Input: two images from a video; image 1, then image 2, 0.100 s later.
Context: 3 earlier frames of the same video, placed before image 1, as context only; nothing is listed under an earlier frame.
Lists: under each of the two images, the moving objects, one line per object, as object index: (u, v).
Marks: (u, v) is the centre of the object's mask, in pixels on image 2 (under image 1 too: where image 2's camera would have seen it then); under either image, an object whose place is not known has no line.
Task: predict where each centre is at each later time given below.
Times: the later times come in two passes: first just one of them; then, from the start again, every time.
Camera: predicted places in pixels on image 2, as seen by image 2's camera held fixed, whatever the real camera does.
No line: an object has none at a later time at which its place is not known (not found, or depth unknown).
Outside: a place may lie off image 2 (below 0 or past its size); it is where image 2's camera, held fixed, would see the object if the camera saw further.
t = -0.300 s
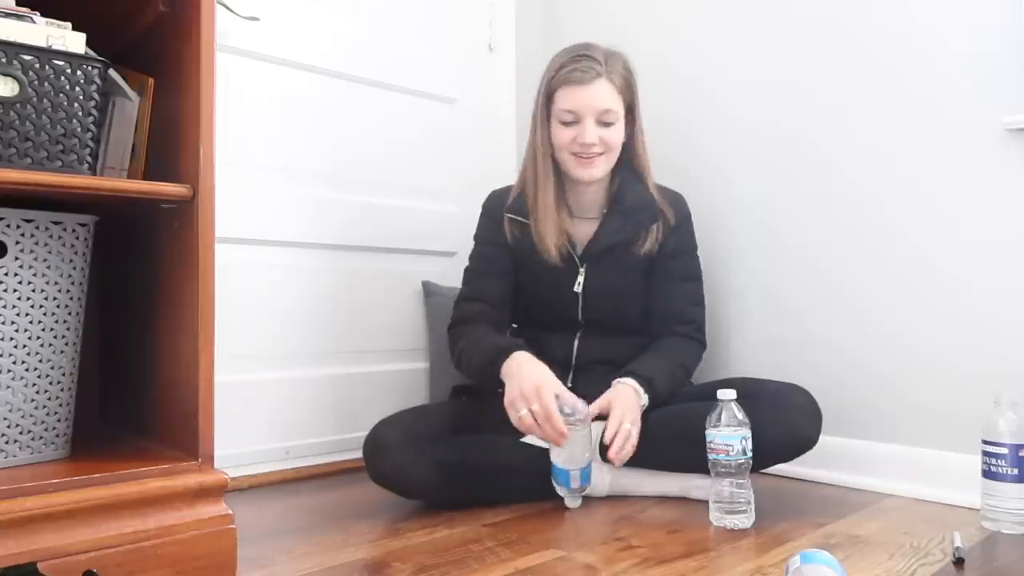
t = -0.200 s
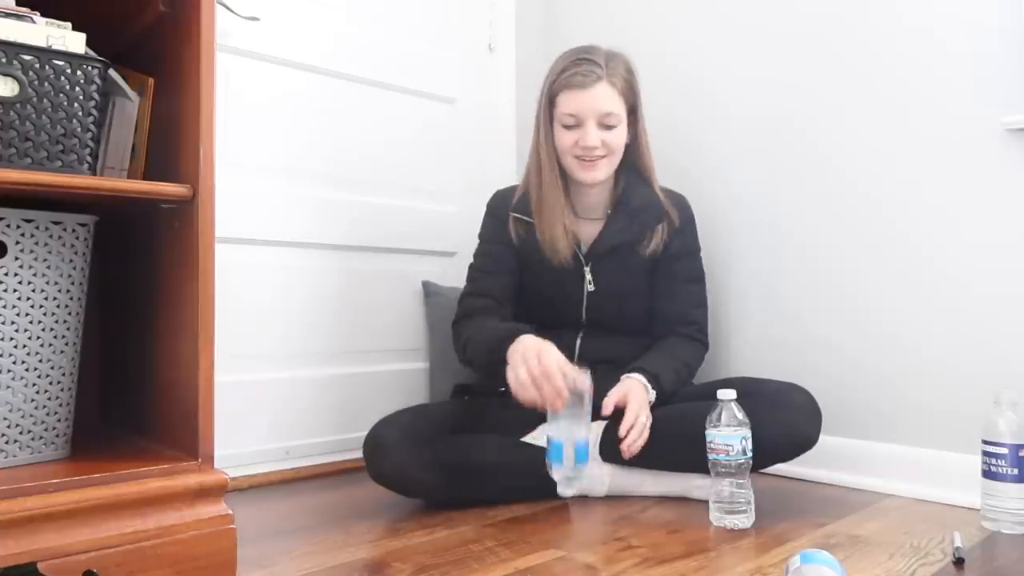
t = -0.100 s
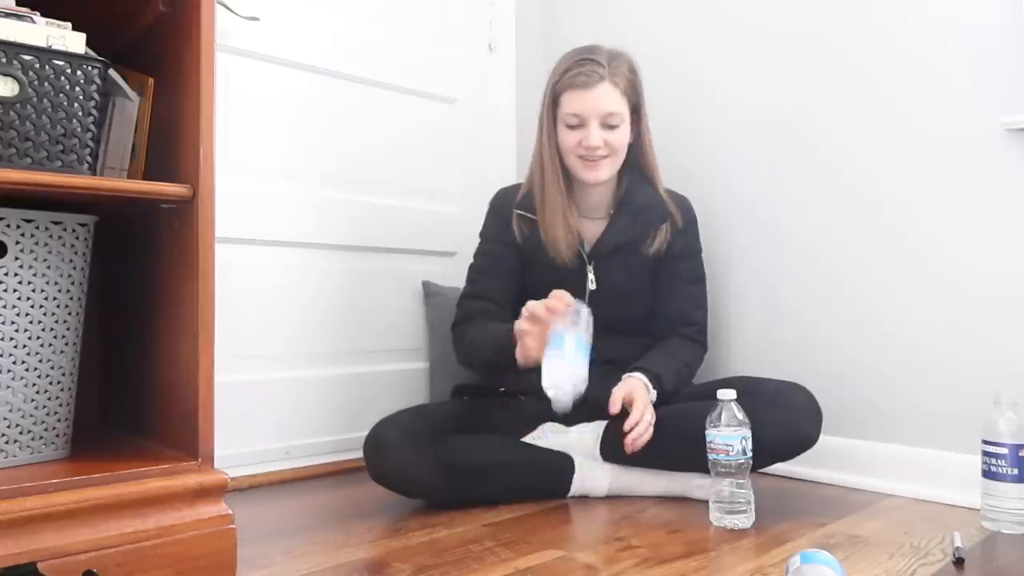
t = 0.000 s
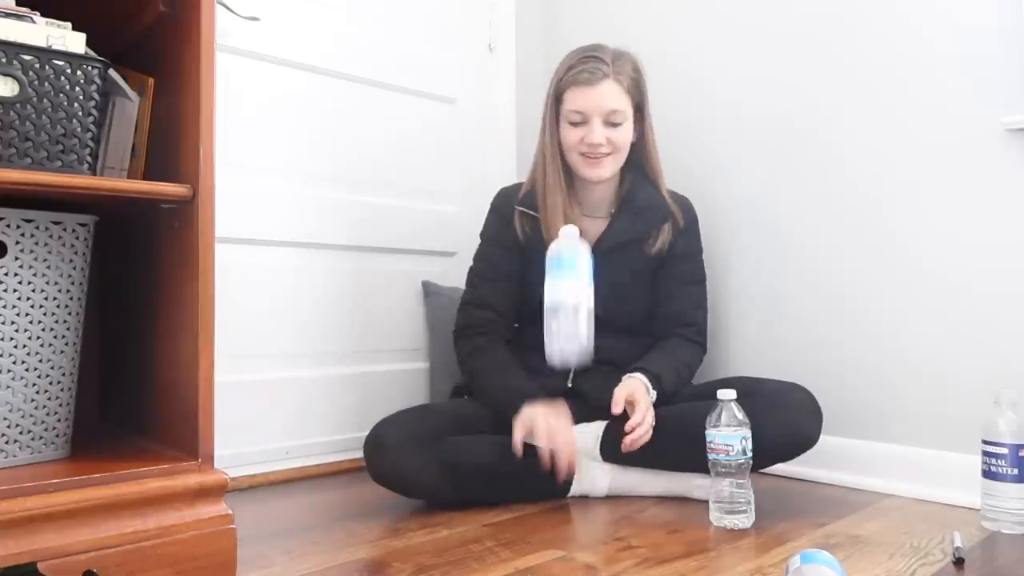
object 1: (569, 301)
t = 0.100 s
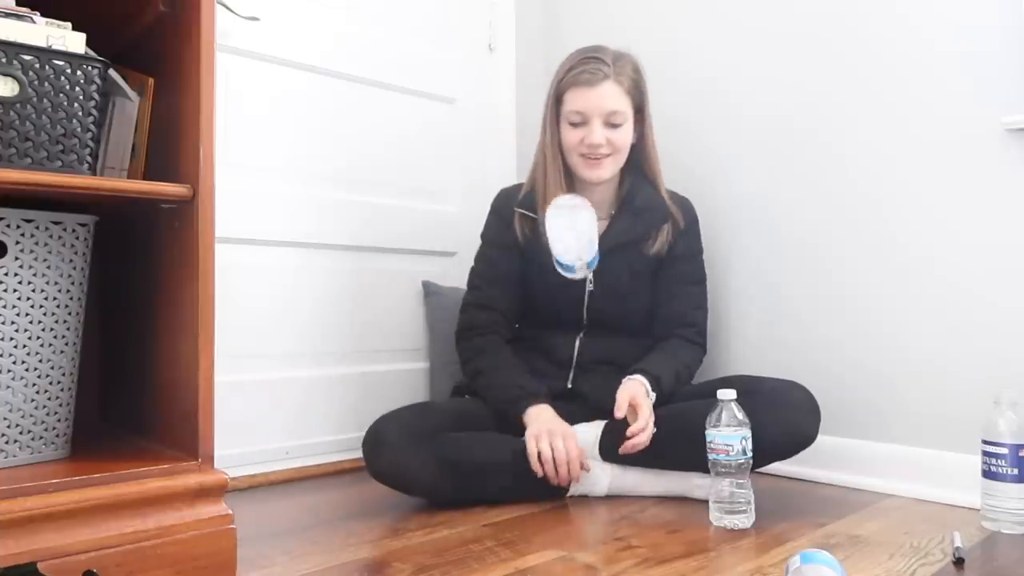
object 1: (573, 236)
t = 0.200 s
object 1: (577, 284)
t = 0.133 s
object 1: (574, 243)
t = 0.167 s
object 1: (576, 259)
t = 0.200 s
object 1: (577, 284)
